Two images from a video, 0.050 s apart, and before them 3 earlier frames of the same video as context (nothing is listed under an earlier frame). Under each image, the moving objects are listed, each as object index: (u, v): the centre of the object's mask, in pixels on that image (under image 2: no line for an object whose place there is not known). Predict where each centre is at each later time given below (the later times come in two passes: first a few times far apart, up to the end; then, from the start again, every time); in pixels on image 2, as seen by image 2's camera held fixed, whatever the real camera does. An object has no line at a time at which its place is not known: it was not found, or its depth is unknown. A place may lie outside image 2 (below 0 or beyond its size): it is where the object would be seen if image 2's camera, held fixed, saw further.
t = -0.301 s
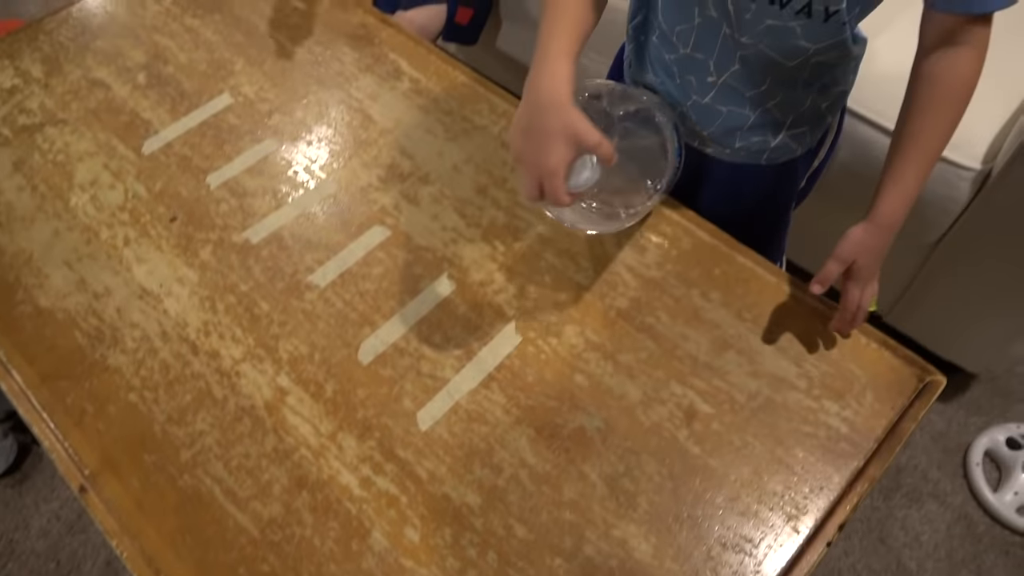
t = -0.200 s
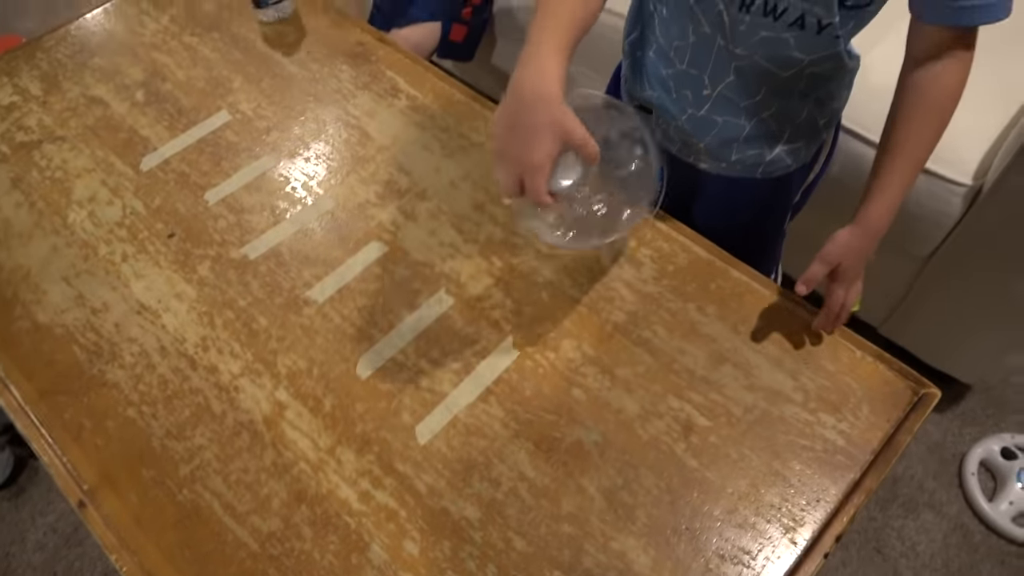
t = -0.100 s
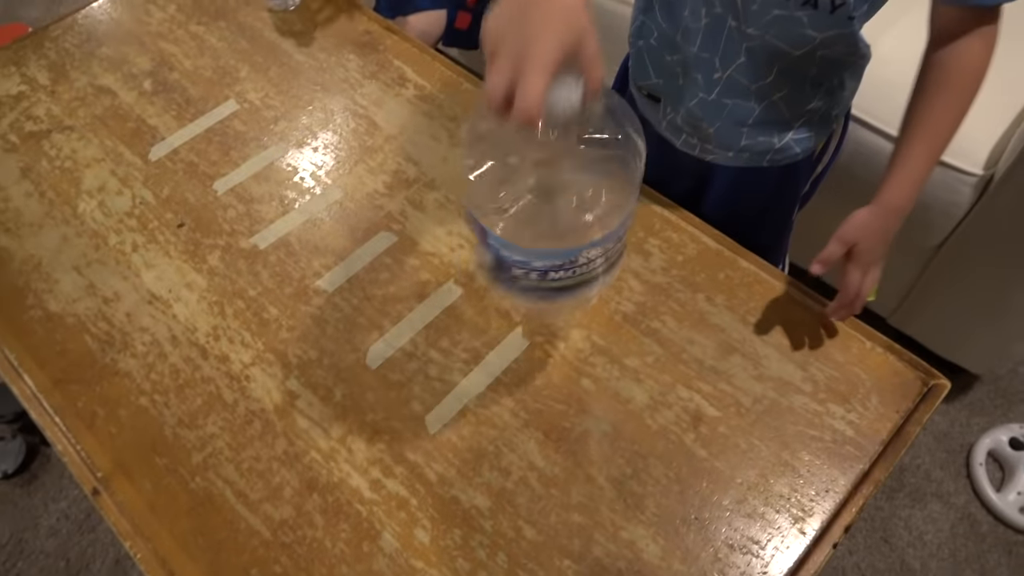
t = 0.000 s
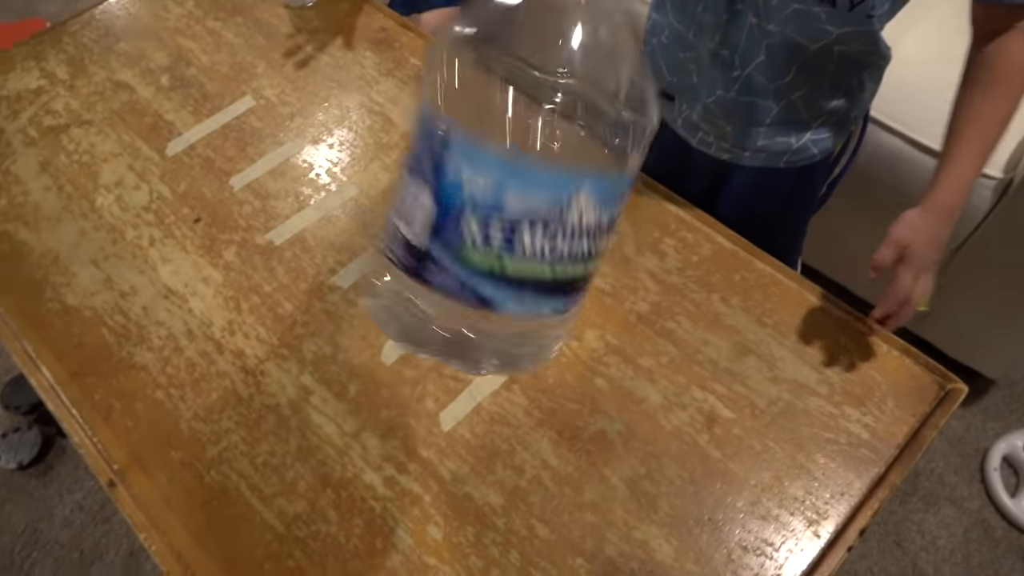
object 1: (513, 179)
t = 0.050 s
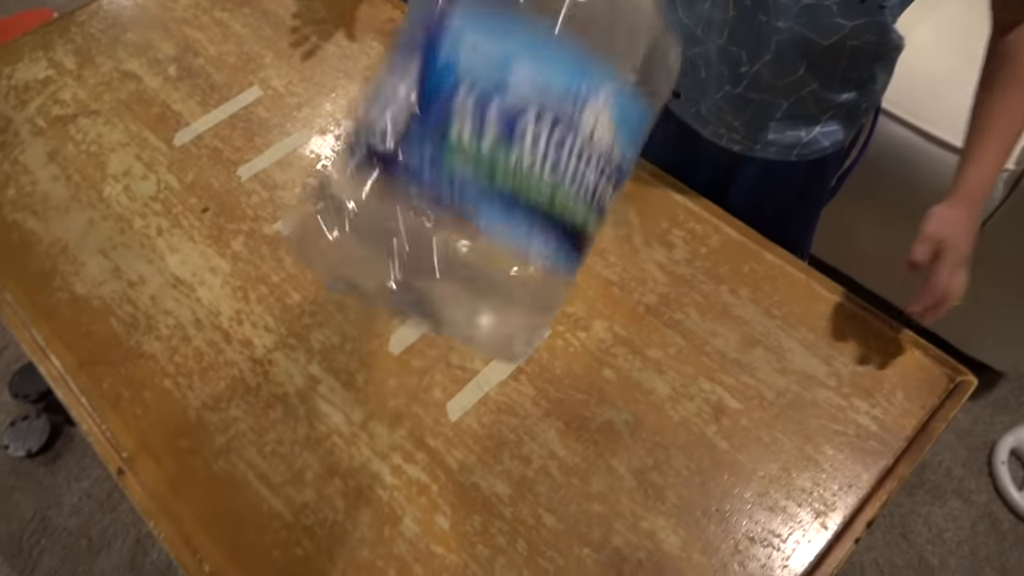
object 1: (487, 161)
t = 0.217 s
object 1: (382, 259)
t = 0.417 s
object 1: (418, 490)
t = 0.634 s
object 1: (477, 600)
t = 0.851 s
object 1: (477, 604)
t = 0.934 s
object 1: (478, 605)
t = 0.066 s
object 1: (477, 159)
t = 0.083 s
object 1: (461, 160)
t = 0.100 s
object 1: (443, 157)
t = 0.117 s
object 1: (427, 156)
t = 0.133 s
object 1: (419, 156)
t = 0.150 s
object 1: (404, 162)
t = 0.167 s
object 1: (404, 177)
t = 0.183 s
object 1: (400, 201)
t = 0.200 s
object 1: (396, 230)
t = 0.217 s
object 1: (382, 259)
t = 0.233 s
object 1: (360, 294)
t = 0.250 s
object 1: (342, 317)
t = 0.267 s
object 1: (332, 330)
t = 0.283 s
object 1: (324, 339)
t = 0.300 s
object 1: (327, 350)
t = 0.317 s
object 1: (333, 361)
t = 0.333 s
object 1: (340, 379)
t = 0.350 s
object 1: (352, 397)
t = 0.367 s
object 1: (354, 444)
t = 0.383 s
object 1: (369, 463)
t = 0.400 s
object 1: (397, 474)
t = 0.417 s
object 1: (418, 490)
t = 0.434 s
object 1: (435, 508)
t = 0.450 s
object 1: (449, 521)
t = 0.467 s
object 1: (464, 534)
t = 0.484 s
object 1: (476, 555)
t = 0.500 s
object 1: (486, 573)
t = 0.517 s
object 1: (477, 584)
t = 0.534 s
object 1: (472, 593)
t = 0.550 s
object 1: (474, 594)
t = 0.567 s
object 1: (479, 594)
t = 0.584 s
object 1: (479, 594)
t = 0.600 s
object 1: (478, 596)
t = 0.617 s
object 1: (478, 597)
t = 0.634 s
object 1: (477, 600)
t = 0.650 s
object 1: (477, 601)
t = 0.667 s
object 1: (477, 602)
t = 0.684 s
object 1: (477, 603)
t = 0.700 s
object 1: (477, 603)
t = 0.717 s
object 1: (477, 603)
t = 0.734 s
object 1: (477, 603)
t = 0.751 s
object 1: (476, 604)
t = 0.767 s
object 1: (476, 604)
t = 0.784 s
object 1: (476, 604)
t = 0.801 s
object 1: (477, 604)
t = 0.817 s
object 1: (477, 604)
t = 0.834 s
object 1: (477, 605)
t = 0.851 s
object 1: (477, 604)
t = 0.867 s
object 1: (477, 605)
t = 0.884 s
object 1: (478, 605)
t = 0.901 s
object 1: (477, 605)
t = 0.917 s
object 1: (477, 606)
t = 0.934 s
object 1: (478, 605)
